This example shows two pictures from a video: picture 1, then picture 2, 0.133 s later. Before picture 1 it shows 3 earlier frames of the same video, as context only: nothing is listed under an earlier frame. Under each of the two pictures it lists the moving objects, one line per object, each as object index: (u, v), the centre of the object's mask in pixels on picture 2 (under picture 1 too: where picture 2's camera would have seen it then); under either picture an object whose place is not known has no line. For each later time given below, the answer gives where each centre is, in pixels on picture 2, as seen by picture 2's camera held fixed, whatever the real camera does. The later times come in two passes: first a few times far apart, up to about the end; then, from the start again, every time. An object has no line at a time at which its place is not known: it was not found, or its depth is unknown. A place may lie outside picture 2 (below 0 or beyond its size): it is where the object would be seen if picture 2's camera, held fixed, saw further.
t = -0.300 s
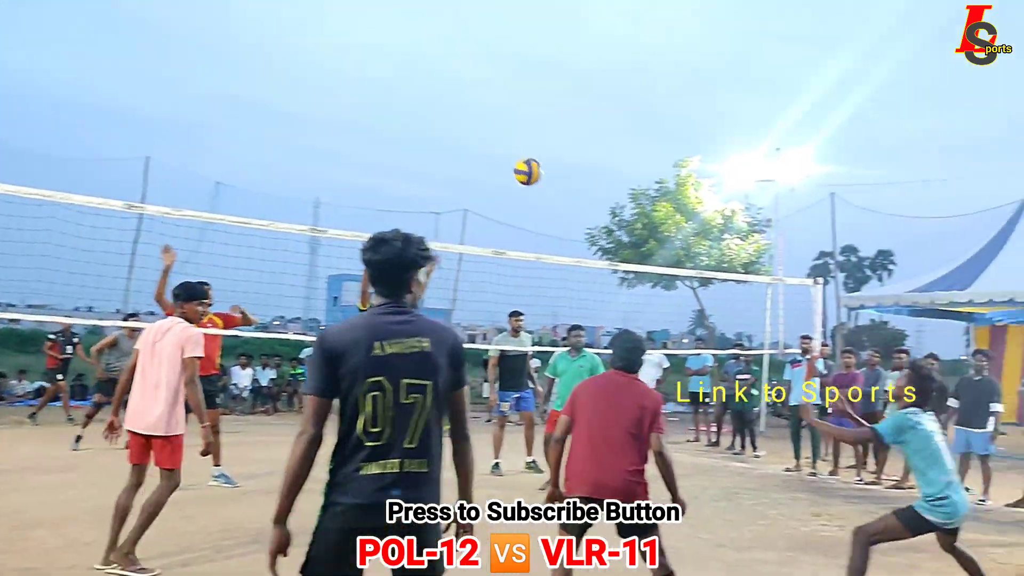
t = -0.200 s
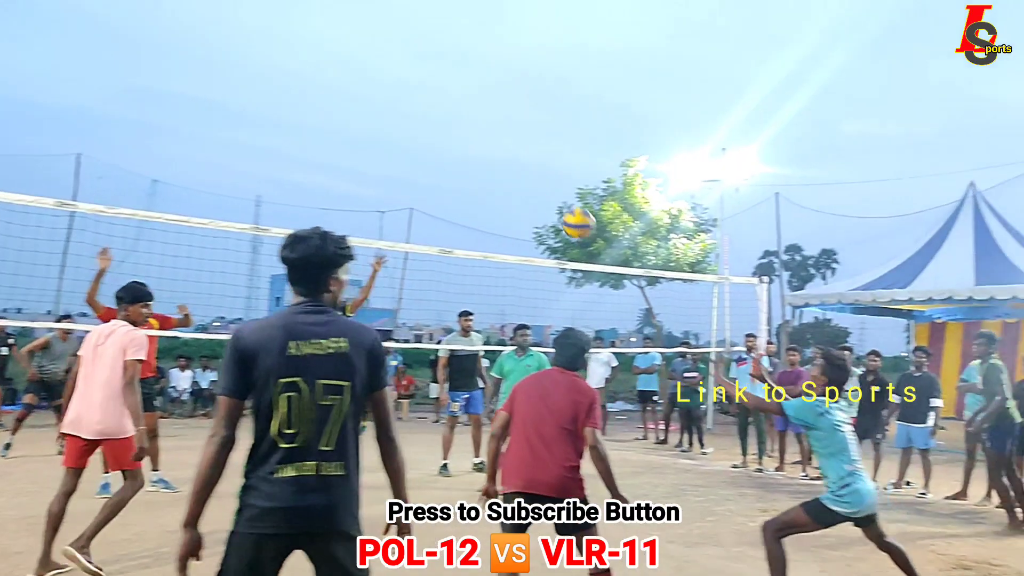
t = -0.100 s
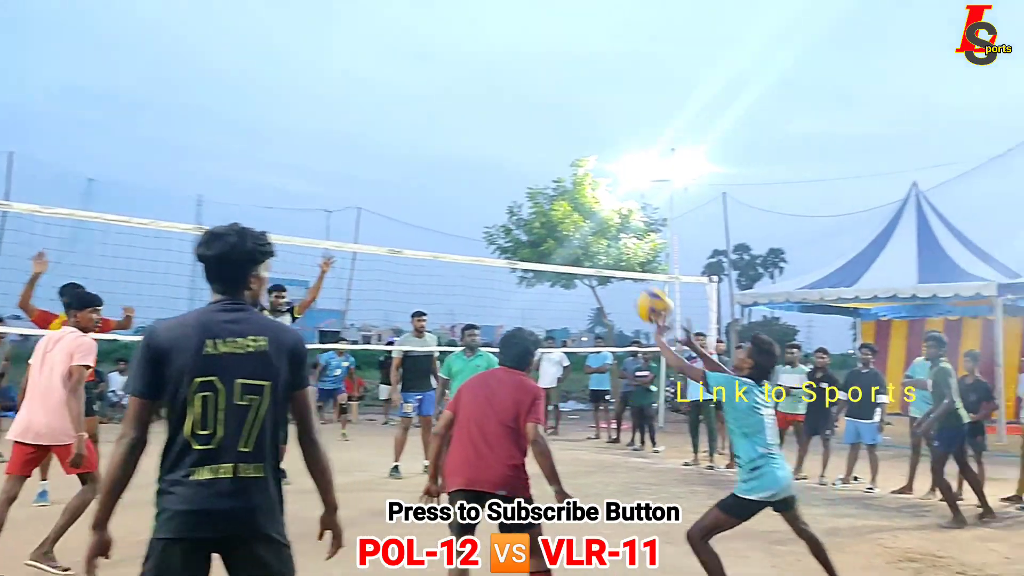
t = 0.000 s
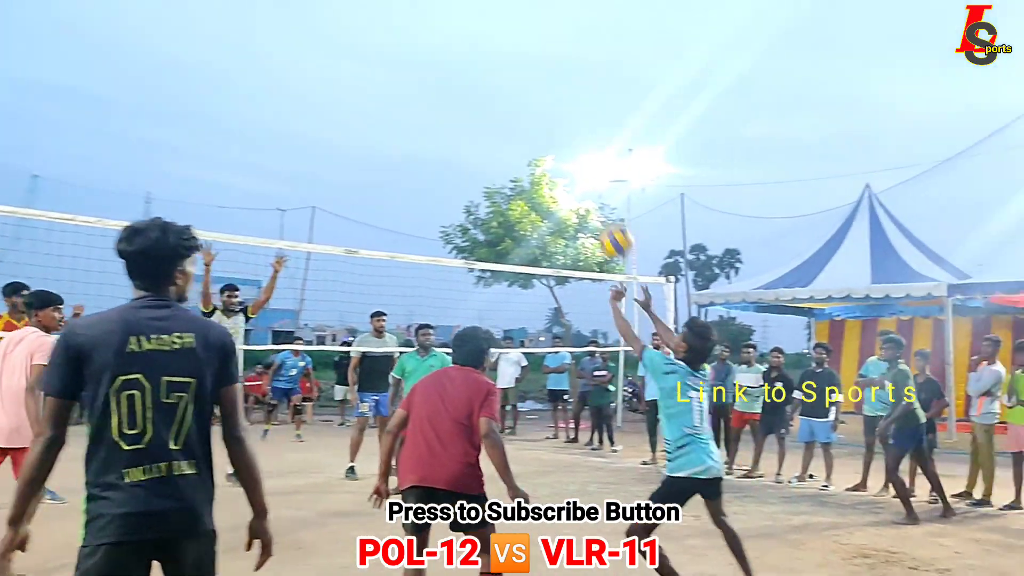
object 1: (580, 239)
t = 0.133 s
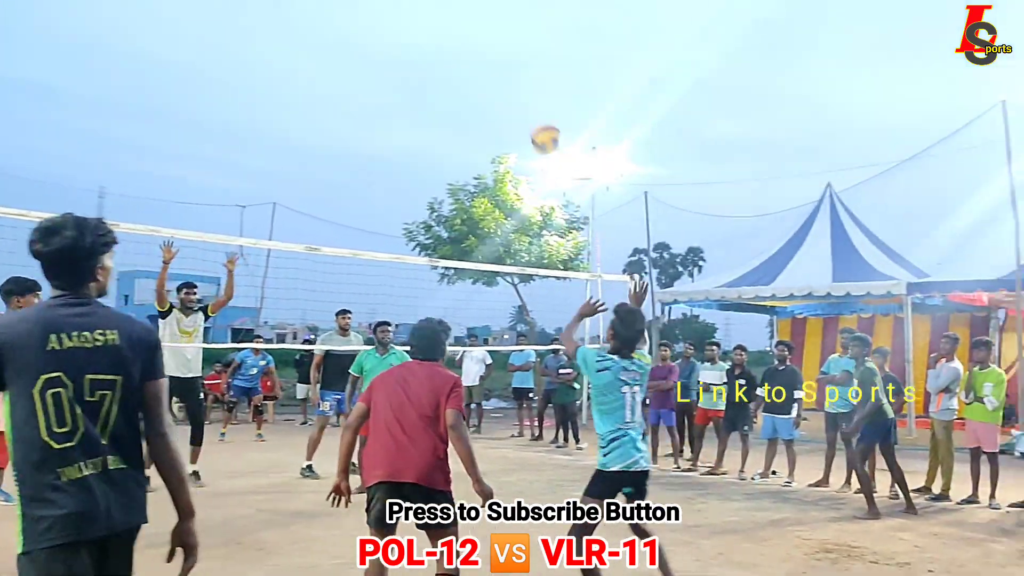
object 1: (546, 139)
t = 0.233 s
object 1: (522, 93)
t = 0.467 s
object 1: (475, 44)
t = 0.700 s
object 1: (441, 64)
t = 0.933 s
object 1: (411, 134)
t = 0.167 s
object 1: (538, 121)
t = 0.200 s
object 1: (530, 106)
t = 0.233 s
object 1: (522, 93)
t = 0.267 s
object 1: (515, 81)
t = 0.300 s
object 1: (508, 71)
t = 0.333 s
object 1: (501, 63)
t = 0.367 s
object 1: (495, 56)
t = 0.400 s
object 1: (489, 51)
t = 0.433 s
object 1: (481, 47)
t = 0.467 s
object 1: (475, 44)
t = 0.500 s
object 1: (470, 43)
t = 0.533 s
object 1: (465, 44)
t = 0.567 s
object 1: (460, 45)
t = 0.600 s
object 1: (455, 47)
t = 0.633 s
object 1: (450, 52)
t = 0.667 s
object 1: (446, 57)
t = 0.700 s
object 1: (441, 64)
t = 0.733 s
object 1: (437, 71)
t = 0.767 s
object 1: (433, 80)
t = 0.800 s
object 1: (429, 89)
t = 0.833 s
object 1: (424, 99)
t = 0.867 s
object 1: (419, 110)
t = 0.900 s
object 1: (415, 122)
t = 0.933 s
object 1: (411, 134)
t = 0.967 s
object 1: (407, 148)
